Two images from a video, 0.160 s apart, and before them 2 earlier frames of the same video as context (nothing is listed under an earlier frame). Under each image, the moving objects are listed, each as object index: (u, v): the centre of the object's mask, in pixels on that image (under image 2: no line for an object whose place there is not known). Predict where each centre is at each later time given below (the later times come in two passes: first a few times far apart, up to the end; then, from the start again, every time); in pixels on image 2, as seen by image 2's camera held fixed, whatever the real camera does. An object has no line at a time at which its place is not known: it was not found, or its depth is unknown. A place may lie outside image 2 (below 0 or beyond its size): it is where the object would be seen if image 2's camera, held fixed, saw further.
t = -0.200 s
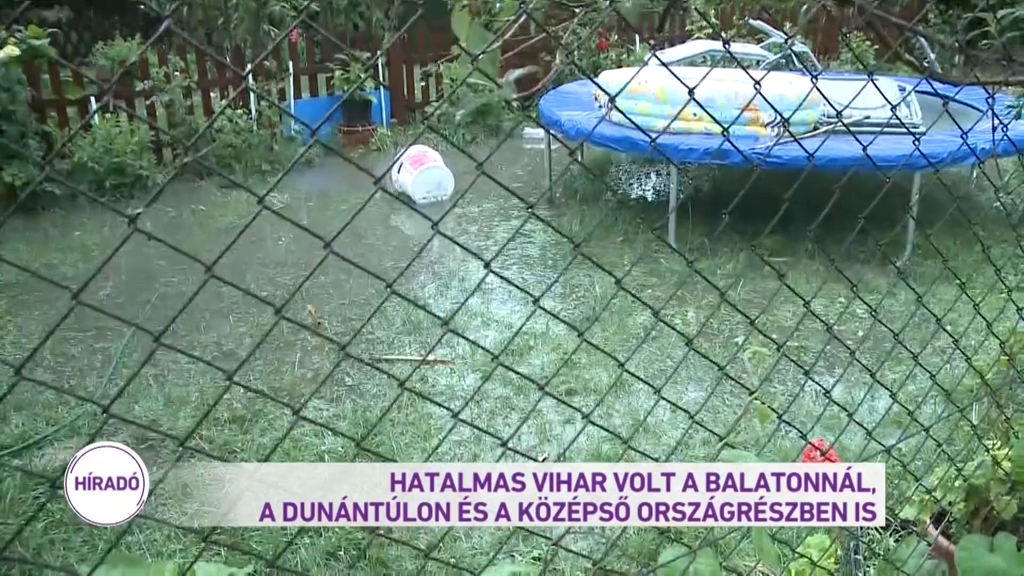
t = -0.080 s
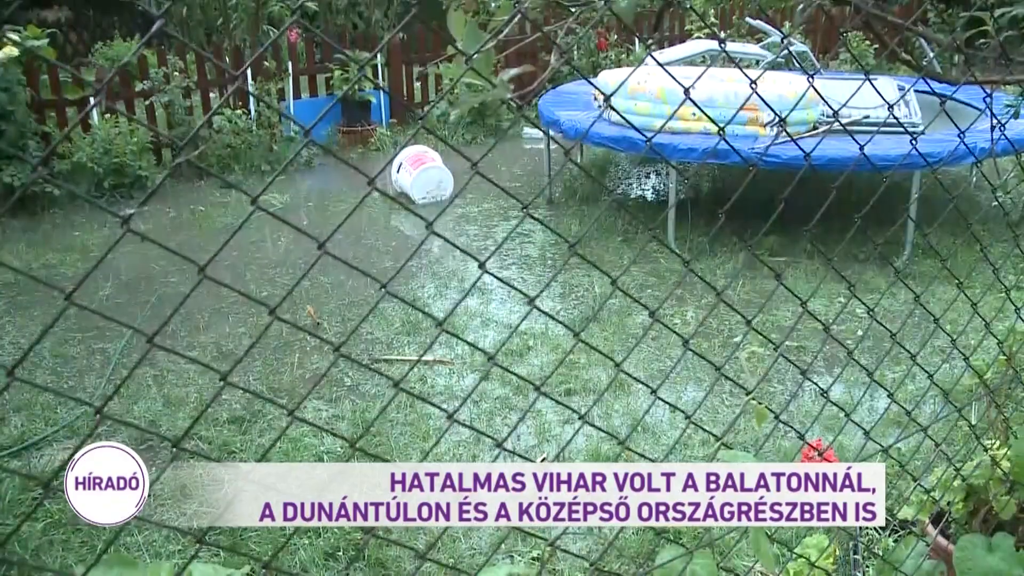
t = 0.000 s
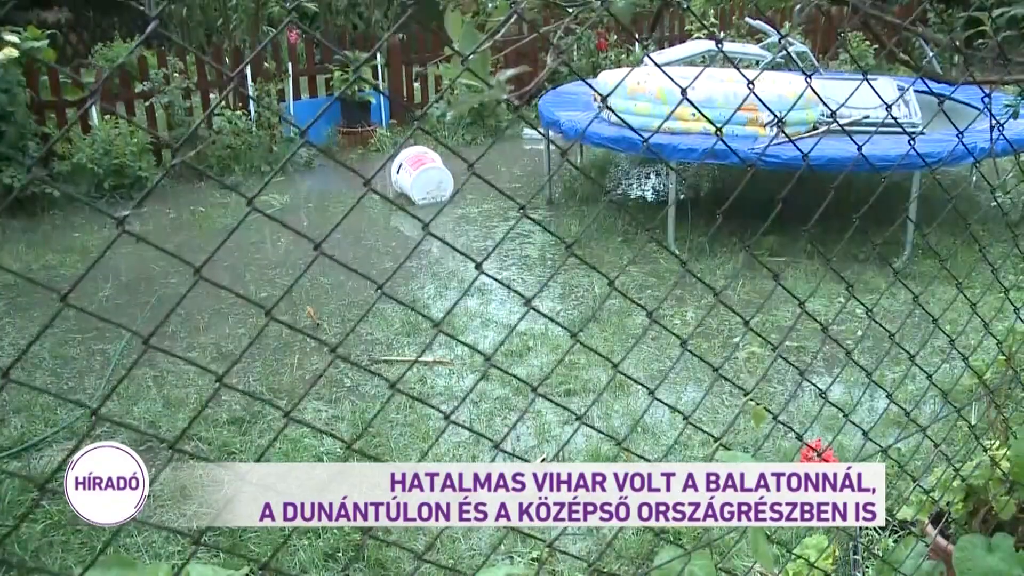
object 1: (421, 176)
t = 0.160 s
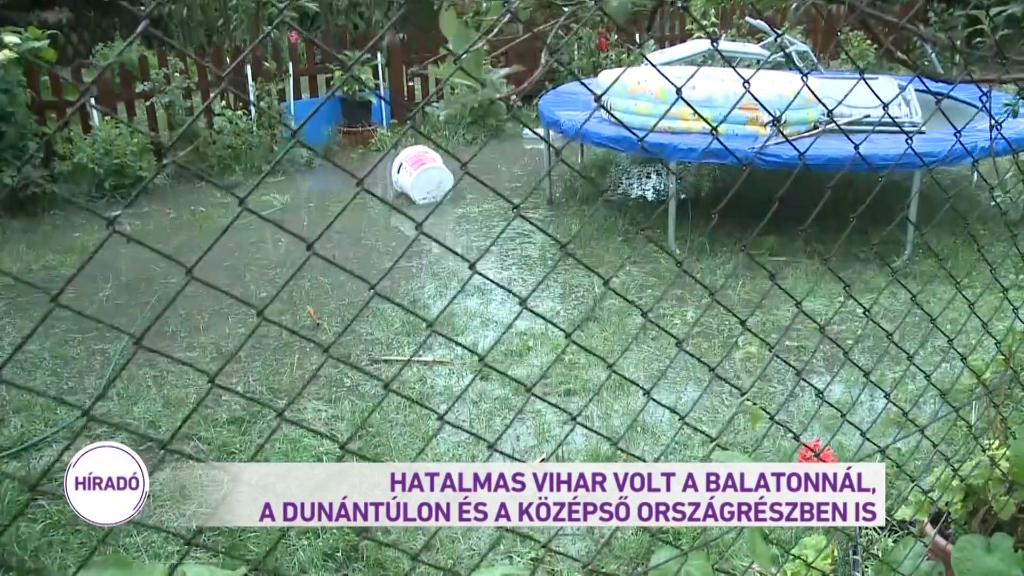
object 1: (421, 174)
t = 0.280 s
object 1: (420, 174)
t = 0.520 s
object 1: (415, 174)
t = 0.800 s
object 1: (420, 176)
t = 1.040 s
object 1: (420, 176)
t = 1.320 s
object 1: (425, 176)
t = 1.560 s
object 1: (418, 177)
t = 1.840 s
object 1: (415, 176)
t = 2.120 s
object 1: (414, 178)
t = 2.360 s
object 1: (416, 177)
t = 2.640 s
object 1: (418, 175)
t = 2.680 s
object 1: (420, 178)
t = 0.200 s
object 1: (421, 175)
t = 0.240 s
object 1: (421, 174)
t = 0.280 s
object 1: (420, 174)
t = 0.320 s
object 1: (420, 174)
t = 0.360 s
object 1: (419, 173)
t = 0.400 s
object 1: (418, 173)
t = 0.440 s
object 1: (418, 173)
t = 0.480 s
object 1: (416, 174)
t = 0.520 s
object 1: (415, 174)
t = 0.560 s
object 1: (419, 177)
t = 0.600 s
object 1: (418, 178)
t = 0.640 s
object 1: (417, 178)
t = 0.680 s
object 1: (419, 176)
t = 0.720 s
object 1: (418, 176)
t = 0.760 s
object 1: (417, 176)
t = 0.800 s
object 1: (420, 176)
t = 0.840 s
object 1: (420, 176)
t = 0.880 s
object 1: (420, 176)
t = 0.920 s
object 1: (420, 176)
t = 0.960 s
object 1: (421, 175)
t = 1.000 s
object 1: (420, 176)
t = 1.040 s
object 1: (420, 176)
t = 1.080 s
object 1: (420, 176)
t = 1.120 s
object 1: (420, 176)
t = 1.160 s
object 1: (423, 176)
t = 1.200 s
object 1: (423, 176)
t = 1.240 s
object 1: (422, 176)
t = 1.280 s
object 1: (427, 176)
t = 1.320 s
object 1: (425, 176)
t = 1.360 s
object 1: (424, 176)
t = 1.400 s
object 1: (422, 176)
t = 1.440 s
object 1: (421, 177)
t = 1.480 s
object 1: (420, 177)
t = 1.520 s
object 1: (419, 177)
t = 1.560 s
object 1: (418, 177)
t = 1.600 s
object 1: (418, 177)
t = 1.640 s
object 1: (417, 177)
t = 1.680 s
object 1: (417, 177)
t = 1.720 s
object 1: (416, 176)
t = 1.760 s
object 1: (416, 176)
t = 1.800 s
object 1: (415, 176)
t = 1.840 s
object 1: (415, 176)
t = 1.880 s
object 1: (416, 177)
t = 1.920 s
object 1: (413, 175)
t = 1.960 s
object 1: (412, 175)
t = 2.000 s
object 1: (415, 177)
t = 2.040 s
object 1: (414, 179)
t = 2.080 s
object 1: (414, 180)
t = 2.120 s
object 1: (414, 178)
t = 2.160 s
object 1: (413, 178)
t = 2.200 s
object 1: (415, 178)
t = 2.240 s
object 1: (415, 178)
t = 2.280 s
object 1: (415, 178)
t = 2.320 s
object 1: (415, 178)
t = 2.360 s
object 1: (416, 177)
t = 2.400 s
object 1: (416, 178)
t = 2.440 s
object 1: (416, 178)
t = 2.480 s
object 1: (416, 178)
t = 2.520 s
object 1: (418, 178)
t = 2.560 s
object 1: (416, 178)
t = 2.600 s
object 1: (417, 178)
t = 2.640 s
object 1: (418, 175)
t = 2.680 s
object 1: (420, 178)
